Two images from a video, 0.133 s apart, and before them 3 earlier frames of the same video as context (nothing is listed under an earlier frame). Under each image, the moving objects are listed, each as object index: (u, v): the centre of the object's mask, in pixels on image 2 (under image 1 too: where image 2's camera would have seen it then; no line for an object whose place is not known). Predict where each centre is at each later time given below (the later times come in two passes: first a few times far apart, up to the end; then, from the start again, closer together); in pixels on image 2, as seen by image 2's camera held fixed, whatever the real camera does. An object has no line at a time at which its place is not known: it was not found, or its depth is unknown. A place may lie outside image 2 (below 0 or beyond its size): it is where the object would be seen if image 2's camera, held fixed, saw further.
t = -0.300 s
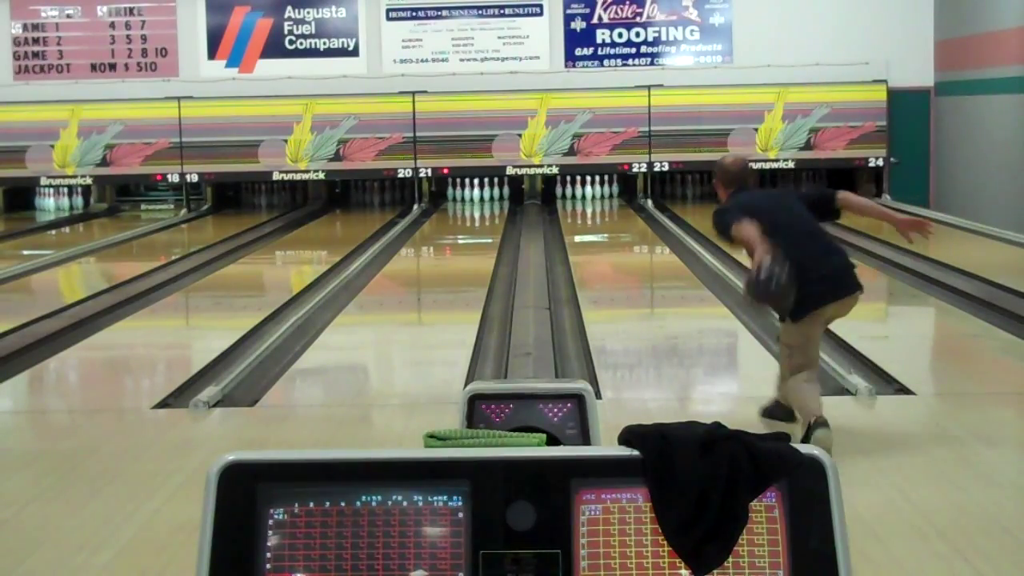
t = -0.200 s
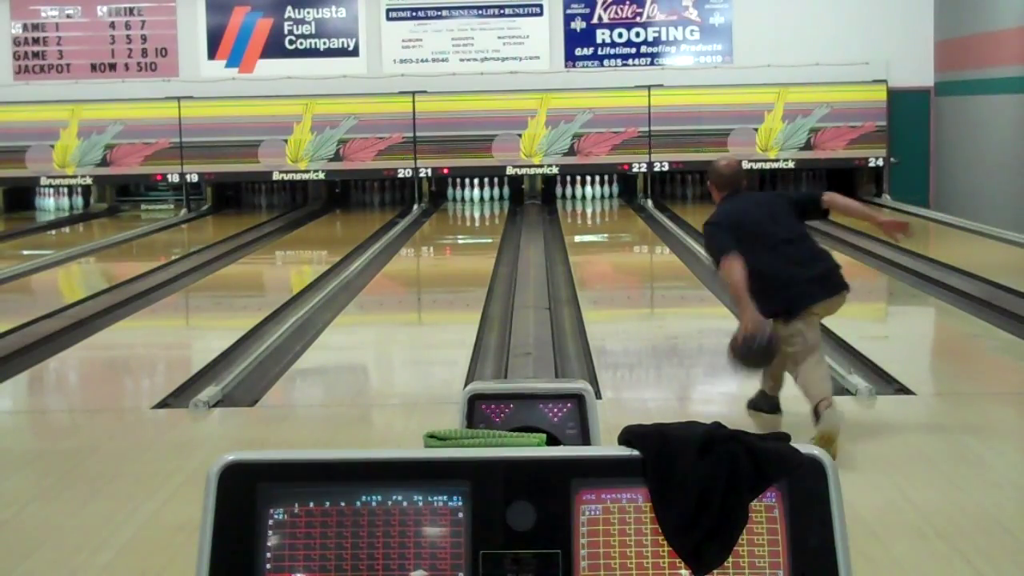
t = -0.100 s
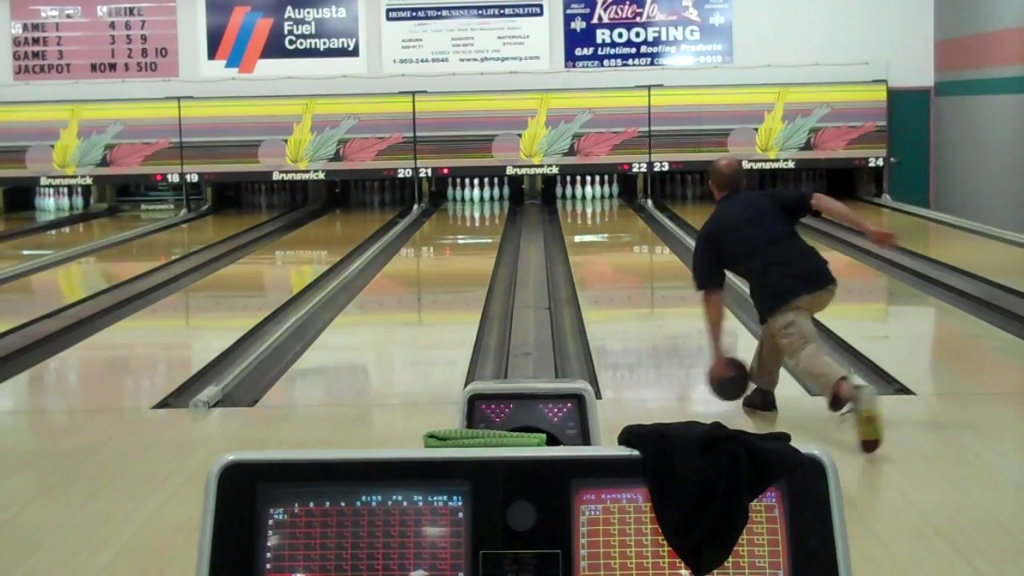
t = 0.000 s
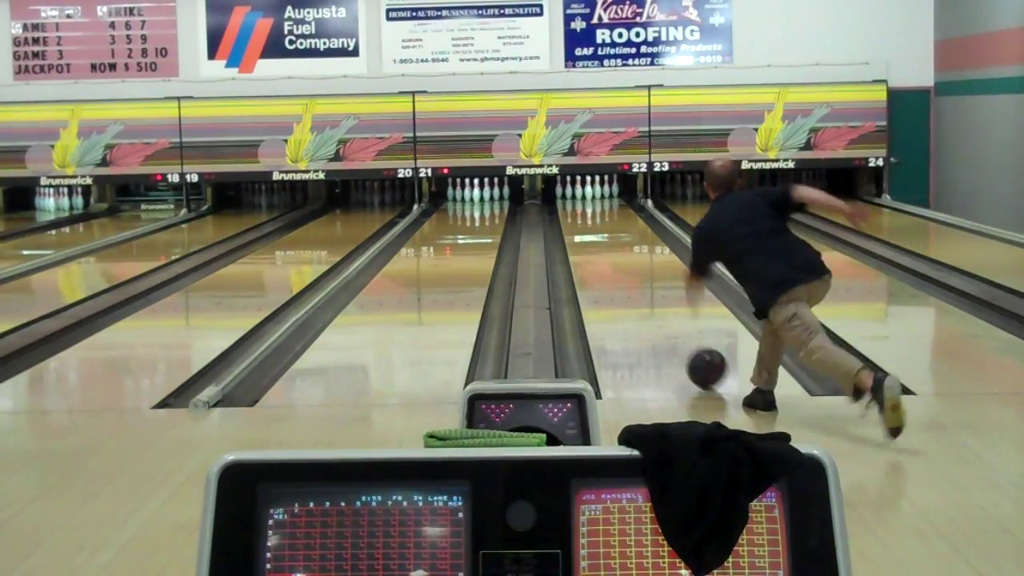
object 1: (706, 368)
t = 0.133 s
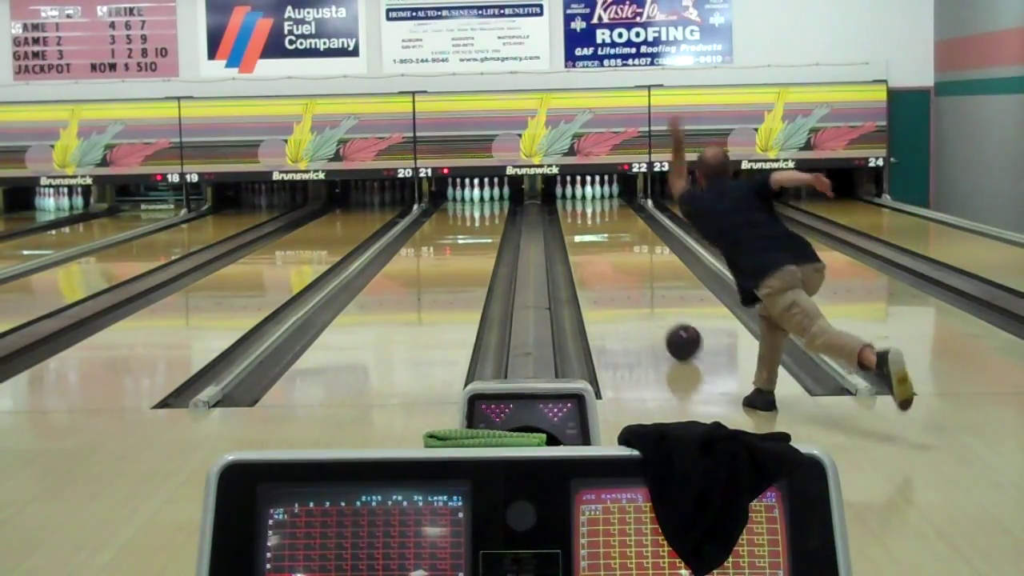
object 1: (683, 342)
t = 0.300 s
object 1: (661, 315)
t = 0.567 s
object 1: (635, 284)
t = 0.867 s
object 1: (617, 259)
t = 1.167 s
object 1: (604, 240)
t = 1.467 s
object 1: (595, 226)
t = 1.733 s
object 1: (590, 215)
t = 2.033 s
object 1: (588, 206)
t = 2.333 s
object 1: (590, 198)
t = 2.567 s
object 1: (597, 193)
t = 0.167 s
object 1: (678, 336)
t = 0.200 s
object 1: (673, 331)
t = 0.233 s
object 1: (669, 325)
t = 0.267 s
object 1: (665, 320)
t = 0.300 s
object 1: (661, 315)
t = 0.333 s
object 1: (657, 311)
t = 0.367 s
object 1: (653, 306)
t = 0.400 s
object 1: (650, 302)
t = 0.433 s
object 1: (647, 298)
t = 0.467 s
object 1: (644, 294)
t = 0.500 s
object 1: (641, 290)
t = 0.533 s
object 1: (638, 287)
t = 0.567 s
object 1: (635, 284)
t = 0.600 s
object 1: (633, 281)
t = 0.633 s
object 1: (631, 278)
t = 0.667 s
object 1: (628, 275)
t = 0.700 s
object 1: (626, 272)
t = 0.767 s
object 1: (622, 267)
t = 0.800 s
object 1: (620, 264)
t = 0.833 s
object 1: (618, 261)
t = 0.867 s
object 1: (617, 259)
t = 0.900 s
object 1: (615, 256)
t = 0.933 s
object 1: (613, 254)
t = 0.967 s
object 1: (612, 252)
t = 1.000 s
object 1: (610, 250)
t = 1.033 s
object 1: (609, 248)
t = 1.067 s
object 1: (608, 246)
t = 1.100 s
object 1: (606, 244)
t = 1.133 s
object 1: (605, 242)
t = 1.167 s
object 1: (604, 240)
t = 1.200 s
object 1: (603, 238)
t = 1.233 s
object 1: (602, 237)
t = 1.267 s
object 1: (601, 235)
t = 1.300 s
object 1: (599, 233)
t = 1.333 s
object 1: (599, 232)
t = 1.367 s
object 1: (598, 230)
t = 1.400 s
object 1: (597, 228)
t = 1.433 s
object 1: (596, 227)
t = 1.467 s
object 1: (595, 226)
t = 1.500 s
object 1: (594, 224)
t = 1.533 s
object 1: (593, 223)
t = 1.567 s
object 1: (593, 221)
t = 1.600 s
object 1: (592, 220)
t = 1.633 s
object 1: (591, 219)
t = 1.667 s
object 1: (591, 217)
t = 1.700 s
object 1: (590, 216)
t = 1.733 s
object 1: (590, 215)
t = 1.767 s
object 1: (589, 214)
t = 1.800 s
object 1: (589, 213)
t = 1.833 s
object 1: (588, 212)
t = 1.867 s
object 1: (589, 211)
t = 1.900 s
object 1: (589, 210)
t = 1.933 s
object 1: (588, 209)
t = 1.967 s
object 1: (588, 208)
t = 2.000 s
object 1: (588, 208)
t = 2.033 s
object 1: (588, 206)
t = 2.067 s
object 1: (588, 205)
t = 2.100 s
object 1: (588, 204)
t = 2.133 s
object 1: (589, 203)
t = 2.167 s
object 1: (589, 202)
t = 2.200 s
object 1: (589, 201)
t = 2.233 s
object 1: (589, 200)
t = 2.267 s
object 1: (590, 200)
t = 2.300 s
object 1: (590, 199)
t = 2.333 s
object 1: (590, 198)
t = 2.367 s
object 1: (591, 197)
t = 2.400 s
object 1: (592, 197)
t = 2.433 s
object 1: (593, 196)
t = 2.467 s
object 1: (593, 195)
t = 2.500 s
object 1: (594, 194)
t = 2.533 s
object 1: (595, 194)
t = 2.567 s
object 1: (597, 193)
